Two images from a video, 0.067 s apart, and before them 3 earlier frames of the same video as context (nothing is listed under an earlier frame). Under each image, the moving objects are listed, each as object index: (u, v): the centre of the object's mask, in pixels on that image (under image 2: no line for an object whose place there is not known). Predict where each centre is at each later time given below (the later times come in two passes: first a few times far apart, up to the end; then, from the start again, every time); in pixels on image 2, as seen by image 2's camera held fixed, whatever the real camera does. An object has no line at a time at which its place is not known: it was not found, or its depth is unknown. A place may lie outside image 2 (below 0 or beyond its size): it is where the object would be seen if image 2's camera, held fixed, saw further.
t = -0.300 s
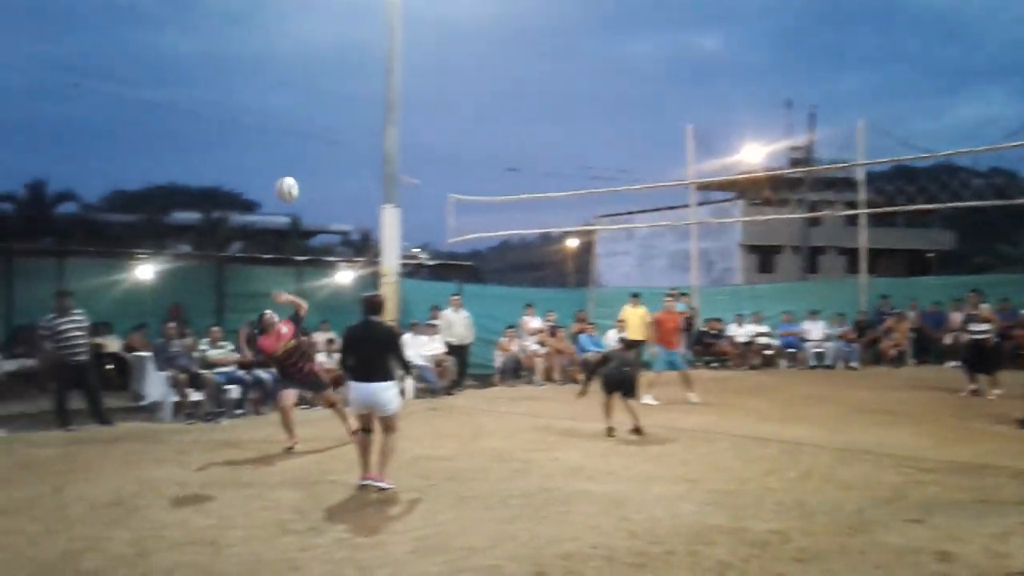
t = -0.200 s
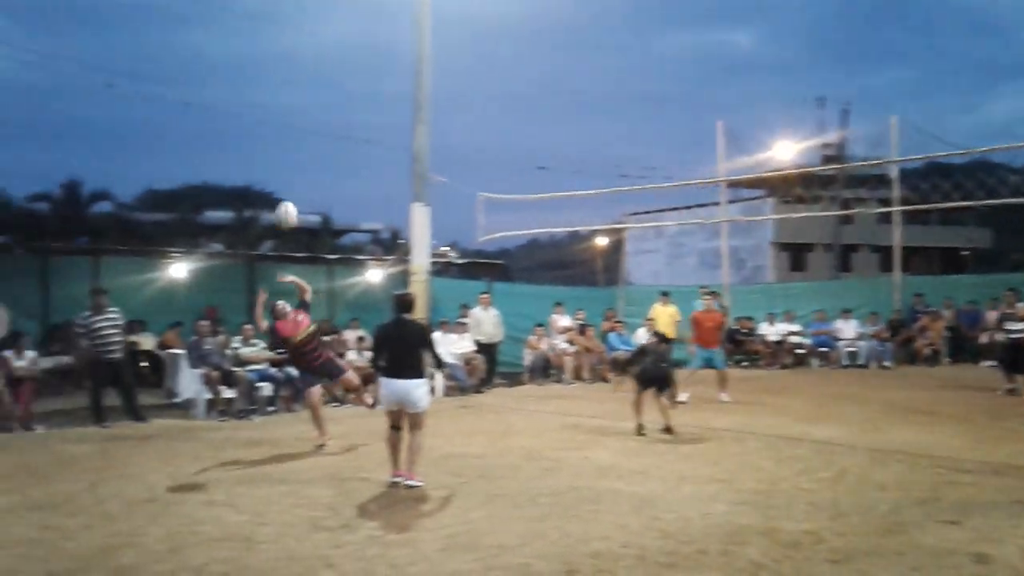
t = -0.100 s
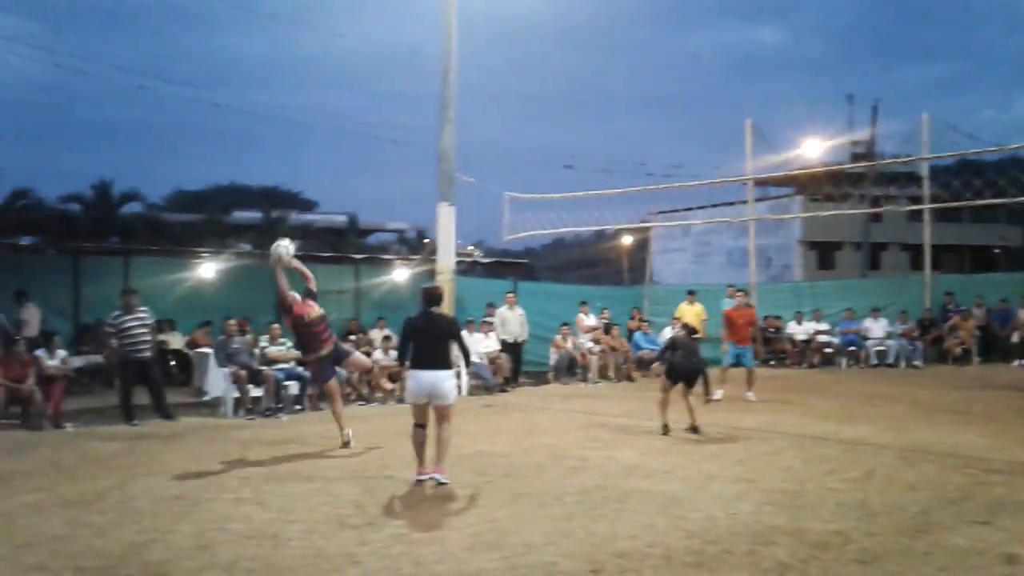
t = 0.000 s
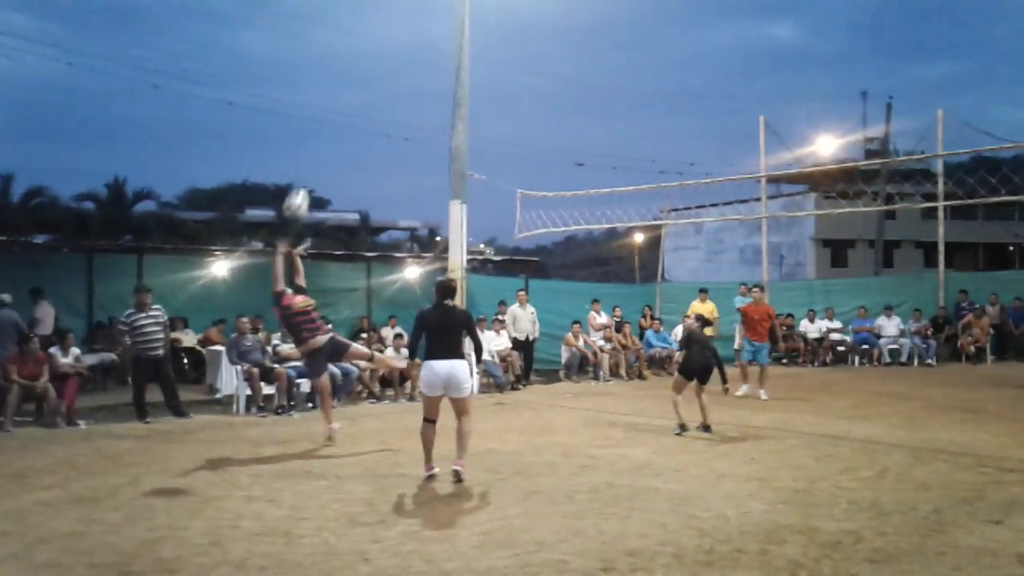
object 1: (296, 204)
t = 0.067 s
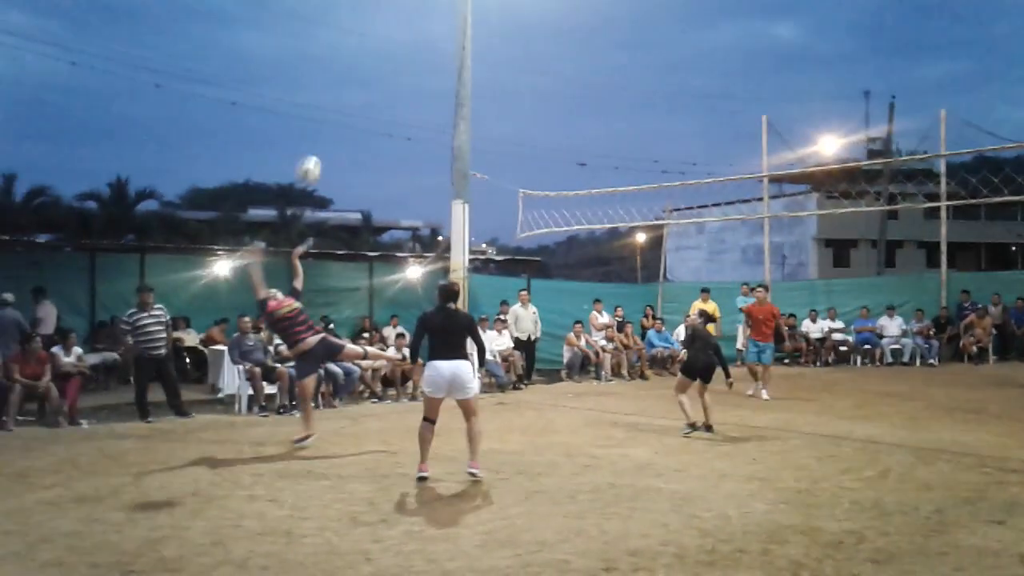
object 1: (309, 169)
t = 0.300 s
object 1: (346, 84)
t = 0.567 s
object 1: (391, 48)
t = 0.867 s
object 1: (442, 96)
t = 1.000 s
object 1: (468, 150)
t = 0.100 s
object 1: (314, 154)
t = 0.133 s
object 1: (320, 140)
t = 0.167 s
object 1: (325, 127)
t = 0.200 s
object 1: (330, 115)
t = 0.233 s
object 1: (335, 102)
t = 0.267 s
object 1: (340, 93)
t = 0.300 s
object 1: (346, 84)
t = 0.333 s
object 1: (352, 76)
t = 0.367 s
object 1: (357, 69)
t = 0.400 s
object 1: (363, 63)
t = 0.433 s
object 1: (369, 58)
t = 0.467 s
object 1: (375, 53)
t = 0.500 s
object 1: (379, 51)
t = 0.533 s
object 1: (386, 49)
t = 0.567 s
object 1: (391, 48)
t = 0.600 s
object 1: (397, 48)
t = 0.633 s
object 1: (402, 51)
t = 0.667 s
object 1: (407, 53)
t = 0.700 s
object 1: (412, 56)
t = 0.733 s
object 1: (419, 62)
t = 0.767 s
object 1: (426, 69)
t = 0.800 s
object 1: (432, 77)
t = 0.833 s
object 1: (437, 85)
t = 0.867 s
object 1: (442, 96)
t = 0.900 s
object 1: (448, 107)
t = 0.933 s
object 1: (455, 120)
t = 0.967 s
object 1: (461, 134)
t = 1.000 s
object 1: (468, 150)
